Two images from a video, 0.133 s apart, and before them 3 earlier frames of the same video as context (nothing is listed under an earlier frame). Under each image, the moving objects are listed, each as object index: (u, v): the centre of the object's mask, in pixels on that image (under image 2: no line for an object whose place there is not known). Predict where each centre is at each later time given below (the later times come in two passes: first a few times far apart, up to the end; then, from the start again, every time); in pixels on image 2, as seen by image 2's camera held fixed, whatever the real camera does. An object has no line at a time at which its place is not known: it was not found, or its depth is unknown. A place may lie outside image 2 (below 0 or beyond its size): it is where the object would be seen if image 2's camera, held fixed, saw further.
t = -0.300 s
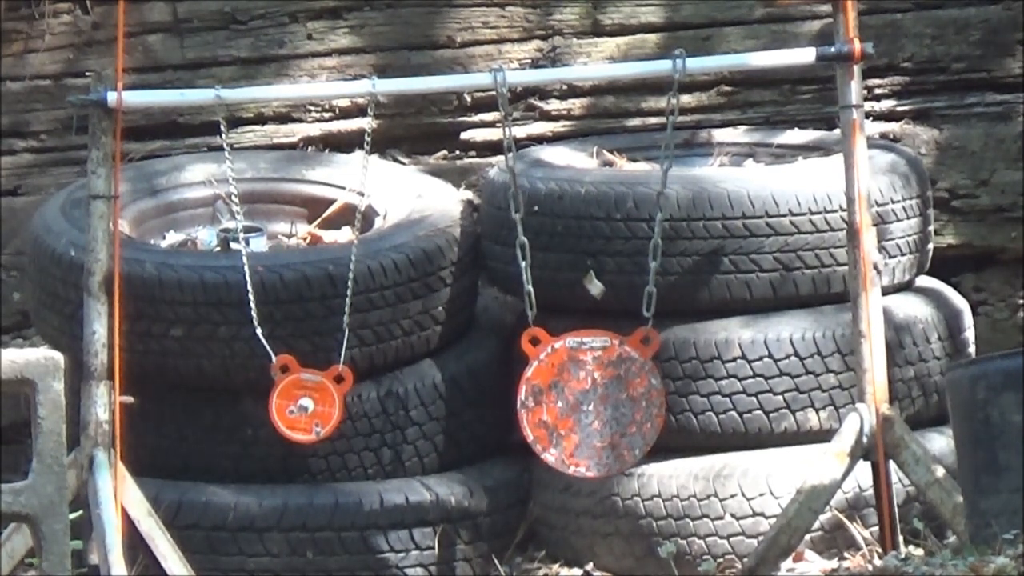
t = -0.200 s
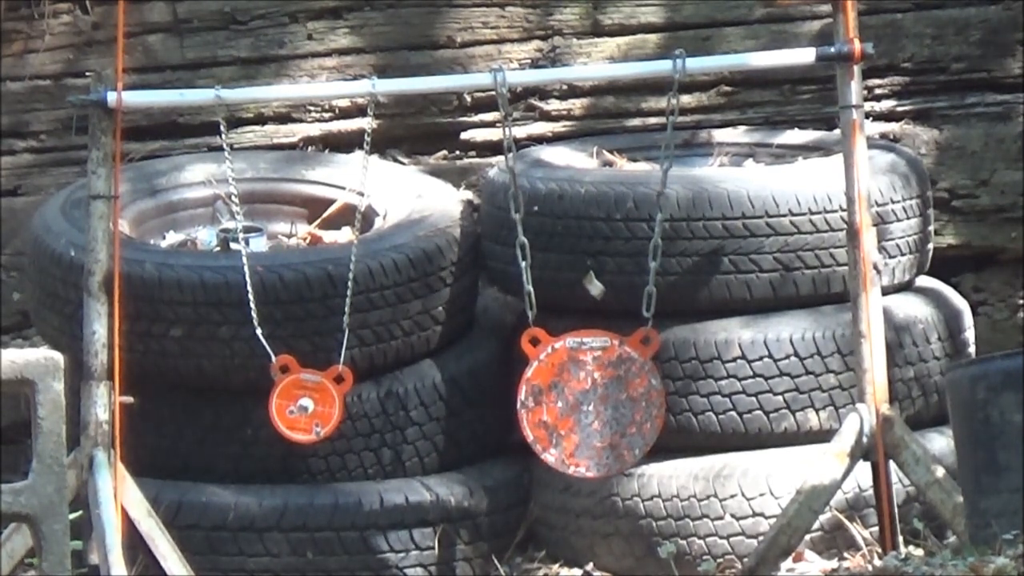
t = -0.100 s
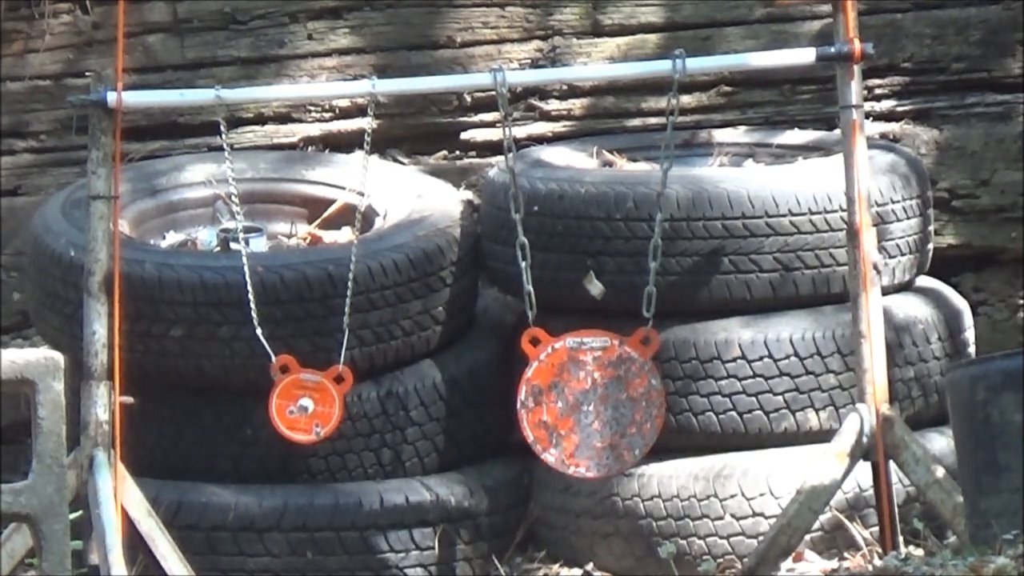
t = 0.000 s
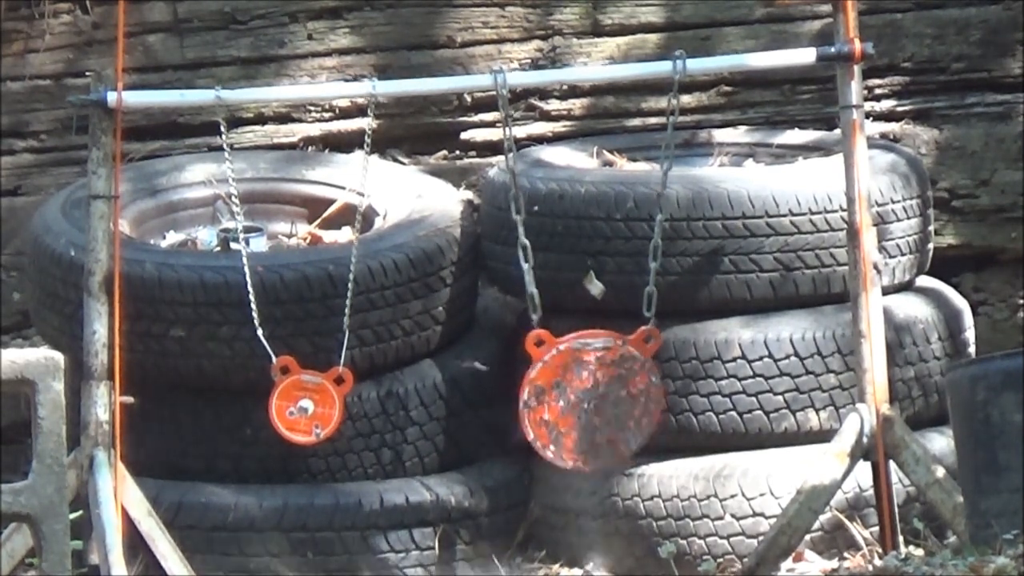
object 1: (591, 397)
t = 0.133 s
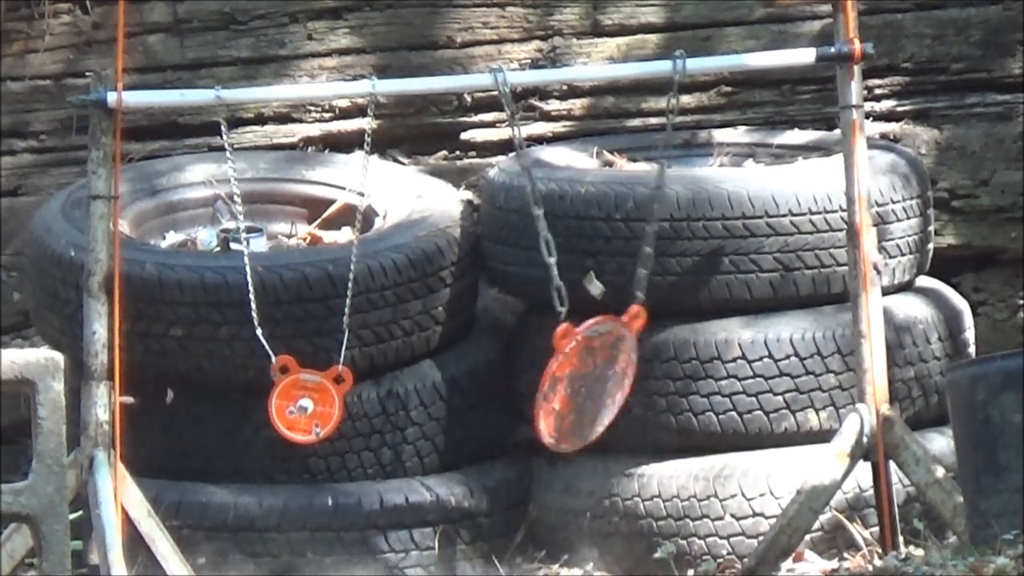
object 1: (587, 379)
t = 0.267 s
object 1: (585, 374)
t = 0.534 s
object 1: (600, 387)
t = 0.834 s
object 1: (593, 394)
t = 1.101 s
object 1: (575, 398)
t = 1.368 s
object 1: (587, 396)
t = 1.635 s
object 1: (603, 383)
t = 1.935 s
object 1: (591, 398)
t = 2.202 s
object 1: (576, 397)
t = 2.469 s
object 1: (589, 400)
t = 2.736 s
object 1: (600, 392)
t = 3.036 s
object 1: (588, 389)
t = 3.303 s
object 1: (583, 401)
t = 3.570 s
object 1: (592, 400)
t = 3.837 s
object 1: (593, 401)
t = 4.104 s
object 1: (585, 390)
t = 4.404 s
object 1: (591, 393)
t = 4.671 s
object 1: (594, 401)
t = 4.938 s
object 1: (585, 401)
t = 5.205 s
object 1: (585, 400)
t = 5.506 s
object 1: (596, 391)
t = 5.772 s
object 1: (592, 397)
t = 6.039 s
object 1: (583, 401)
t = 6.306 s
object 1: (587, 400)
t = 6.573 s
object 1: (600, 390)
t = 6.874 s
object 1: (587, 389)
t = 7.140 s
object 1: (585, 397)
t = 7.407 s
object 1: (590, 398)
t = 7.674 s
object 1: (592, 399)
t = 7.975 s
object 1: (589, 389)
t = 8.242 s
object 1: (589, 394)
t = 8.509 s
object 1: (592, 401)
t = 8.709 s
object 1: (589, 400)
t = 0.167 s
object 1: (586, 378)
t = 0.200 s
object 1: (585, 377)
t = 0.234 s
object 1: (585, 375)
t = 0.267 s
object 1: (585, 374)
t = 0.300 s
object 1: (585, 378)
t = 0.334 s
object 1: (584, 382)
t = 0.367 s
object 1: (585, 384)
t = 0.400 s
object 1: (587, 384)
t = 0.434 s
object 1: (591, 381)
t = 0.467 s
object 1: (594, 381)
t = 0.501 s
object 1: (597, 384)
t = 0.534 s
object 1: (600, 387)
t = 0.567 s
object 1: (602, 390)
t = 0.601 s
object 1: (604, 393)
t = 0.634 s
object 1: (605, 396)
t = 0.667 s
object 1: (606, 399)
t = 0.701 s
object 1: (605, 401)
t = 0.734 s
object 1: (603, 399)
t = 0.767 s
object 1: (600, 397)
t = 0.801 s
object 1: (596, 396)
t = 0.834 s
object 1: (593, 394)
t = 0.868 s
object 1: (589, 393)
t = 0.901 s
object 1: (586, 394)
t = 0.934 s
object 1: (582, 396)
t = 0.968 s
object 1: (580, 397)
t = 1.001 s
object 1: (577, 399)
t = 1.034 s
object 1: (575, 400)
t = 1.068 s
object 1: (575, 399)
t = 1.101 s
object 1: (575, 398)
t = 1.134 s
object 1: (575, 398)
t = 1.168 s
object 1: (575, 397)
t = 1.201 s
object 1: (576, 395)
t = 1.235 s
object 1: (578, 396)
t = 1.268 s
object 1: (580, 397)
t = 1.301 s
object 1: (582, 397)
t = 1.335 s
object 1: (585, 397)
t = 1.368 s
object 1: (587, 396)
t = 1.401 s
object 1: (590, 392)
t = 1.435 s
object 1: (593, 389)
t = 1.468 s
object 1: (595, 387)
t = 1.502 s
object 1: (597, 385)
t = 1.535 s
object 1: (600, 382)
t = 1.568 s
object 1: (601, 382)
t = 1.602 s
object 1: (603, 382)
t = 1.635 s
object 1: (603, 383)
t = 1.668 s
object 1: (604, 385)
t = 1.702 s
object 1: (603, 386)
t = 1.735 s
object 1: (603, 387)
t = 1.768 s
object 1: (602, 388)
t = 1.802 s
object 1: (600, 390)
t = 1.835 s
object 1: (598, 391)
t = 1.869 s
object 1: (596, 393)
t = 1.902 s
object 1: (594, 396)
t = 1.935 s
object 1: (591, 398)
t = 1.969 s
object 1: (588, 399)
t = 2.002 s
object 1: (586, 401)
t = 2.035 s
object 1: (583, 401)
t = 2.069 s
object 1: (581, 401)
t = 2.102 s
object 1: (579, 400)
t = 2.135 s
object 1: (578, 399)
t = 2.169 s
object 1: (577, 398)
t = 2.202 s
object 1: (576, 397)
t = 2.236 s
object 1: (576, 398)
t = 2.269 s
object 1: (577, 398)
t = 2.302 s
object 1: (578, 399)
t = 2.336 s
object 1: (580, 400)
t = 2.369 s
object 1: (582, 400)
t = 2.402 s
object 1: (584, 400)
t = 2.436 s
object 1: (586, 400)
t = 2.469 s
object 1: (589, 400)
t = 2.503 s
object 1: (591, 400)
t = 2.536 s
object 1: (593, 399)
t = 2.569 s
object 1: (595, 399)
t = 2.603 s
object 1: (596, 399)
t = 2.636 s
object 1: (598, 397)
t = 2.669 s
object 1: (599, 396)
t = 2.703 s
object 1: (600, 394)
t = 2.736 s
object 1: (600, 392)
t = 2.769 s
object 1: (600, 389)
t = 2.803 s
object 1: (599, 388)
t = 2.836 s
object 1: (598, 387)
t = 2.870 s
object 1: (597, 386)
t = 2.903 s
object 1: (595, 386)
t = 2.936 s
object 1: (594, 387)
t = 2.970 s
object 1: (592, 387)
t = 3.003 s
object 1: (590, 388)
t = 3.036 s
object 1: (588, 389)
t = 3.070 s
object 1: (586, 390)
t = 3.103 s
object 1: (585, 392)
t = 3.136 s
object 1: (583, 393)
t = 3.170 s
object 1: (583, 395)
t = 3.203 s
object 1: (582, 397)
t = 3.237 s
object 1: (582, 399)
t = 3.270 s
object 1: (582, 400)
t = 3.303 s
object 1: (583, 401)
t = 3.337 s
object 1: (583, 401)
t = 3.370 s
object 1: (585, 401)
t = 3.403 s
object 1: (586, 401)
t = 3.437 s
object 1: (587, 400)
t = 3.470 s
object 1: (589, 400)
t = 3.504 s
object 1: (590, 400)
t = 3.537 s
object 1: (591, 400)
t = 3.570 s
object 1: (592, 400)
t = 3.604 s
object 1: (594, 400)
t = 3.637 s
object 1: (594, 400)
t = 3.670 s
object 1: (595, 400)
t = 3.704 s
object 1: (595, 400)
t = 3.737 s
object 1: (595, 400)
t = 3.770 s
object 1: (594, 401)
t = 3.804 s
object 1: (593, 401)
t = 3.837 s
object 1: (593, 401)
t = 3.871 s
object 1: (592, 400)
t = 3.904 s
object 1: (591, 400)
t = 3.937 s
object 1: (590, 399)
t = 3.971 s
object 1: (589, 397)
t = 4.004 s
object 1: (588, 396)
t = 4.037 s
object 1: (587, 394)
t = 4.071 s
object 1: (586, 392)
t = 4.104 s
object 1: (585, 390)
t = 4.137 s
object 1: (585, 389)
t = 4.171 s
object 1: (585, 389)
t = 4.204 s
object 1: (585, 389)
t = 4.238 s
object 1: (586, 389)
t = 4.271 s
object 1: (586, 389)
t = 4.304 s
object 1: (587, 389)
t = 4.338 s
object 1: (588, 390)
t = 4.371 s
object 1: (589, 392)
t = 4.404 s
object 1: (591, 393)
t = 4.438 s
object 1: (592, 395)
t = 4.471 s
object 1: (593, 396)
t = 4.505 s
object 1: (594, 398)
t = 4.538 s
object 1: (594, 399)
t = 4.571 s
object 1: (595, 400)
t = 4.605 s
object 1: (595, 401)
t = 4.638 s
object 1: (595, 401)
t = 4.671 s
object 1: (594, 401)
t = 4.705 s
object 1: (593, 401)
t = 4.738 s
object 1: (592, 401)
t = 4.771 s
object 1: (591, 401)
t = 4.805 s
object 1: (590, 401)
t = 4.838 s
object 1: (589, 401)
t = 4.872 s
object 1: (588, 401)
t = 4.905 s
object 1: (586, 401)
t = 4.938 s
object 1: (585, 401)
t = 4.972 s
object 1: (584, 401)
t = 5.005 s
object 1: (584, 401)
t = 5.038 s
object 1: (583, 401)
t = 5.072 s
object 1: (583, 401)
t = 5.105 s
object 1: (583, 401)
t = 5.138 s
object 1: (583, 401)
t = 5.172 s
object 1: (584, 400)
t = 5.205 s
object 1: (585, 400)
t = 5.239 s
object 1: (586, 399)
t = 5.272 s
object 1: (588, 398)
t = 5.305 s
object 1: (589, 396)
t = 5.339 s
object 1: (590, 395)
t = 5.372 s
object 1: (592, 394)
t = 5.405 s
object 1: (593, 393)
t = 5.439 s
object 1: (594, 392)
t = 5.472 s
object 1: (595, 391)
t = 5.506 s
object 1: (596, 391)
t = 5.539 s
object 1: (596, 390)
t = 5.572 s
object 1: (596, 390)
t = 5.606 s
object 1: (596, 391)
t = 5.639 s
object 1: (596, 392)
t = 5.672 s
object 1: (596, 393)
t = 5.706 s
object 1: (595, 394)
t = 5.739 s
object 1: (593, 395)
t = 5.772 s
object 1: (592, 397)
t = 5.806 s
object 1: (591, 398)
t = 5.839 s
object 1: (590, 399)
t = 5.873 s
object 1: (588, 400)
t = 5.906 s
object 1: (587, 401)
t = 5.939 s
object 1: (586, 401)
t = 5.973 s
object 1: (584, 401)
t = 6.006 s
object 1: (584, 401)
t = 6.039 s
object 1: (583, 401)
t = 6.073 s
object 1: (583, 401)
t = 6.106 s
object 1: (583, 401)
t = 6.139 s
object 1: (583, 401)
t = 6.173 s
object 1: (583, 401)
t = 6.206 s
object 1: (584, 401)
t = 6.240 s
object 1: (585, 401)
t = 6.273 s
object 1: (586, 401)
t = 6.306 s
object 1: (587, 400)
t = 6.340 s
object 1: (589, 397)
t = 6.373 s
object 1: (591, 395)
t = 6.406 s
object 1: (594, 393)
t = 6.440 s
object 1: (596, 391)
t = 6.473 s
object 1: (597, 390)
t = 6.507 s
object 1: (599, 390)
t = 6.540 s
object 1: (600, 390)
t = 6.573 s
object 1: (600, 390)
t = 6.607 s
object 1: (599, 389)
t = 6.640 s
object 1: (598, 387)
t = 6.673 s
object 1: (597, 385)
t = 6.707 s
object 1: (595, 382)
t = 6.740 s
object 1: (593, 382)
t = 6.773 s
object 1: (592, 382)
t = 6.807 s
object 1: (590, 382)
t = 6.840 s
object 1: (589, 385)
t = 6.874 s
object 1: (587, 389)
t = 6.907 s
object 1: (586, 392)
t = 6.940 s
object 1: (586, 394)
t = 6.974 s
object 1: (585, 395)
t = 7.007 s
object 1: (585, 395)
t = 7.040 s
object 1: (585, 395)
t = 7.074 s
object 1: (585, 396)
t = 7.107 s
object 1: (585, 396)
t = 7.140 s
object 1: (585, 397)
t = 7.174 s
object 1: (586, 398)
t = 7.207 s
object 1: (586, 400)
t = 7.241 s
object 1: (587, 401)
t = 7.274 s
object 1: (587, 401)
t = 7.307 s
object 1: (588, 400)
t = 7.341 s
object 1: (588, 399)
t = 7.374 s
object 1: (589, 398)
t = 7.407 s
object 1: (590, 398)
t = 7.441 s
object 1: (590, 397)
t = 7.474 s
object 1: (590, 397)
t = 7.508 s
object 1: (591, 399)
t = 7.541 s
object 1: (591, 400)
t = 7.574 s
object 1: (591, 401)
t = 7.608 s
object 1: (591, 401)
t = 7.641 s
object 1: (591, 401)
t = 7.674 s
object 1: (592, 399)
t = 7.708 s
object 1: (592, 398)
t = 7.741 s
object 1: (592, 397)
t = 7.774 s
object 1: (592, 395)
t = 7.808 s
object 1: (592, 393)
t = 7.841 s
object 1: (591, 393)
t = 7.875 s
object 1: (591, 392)
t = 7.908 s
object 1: (590, 391)
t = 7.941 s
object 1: (590, 390)
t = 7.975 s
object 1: (589, 389)
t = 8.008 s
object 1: (588, 387)
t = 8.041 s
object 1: (588, 387)
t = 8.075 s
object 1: (588, 386)
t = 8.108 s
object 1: (588, 387)
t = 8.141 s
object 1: (588, 388)
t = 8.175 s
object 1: (588, 390)
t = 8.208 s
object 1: (589, 392)
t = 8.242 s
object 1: (589, 394)
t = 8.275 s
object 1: (590, 395)
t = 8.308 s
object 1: (590, 397)
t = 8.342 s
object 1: (591, 397)
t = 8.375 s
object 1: (592, 398)
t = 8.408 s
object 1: (592, 399)
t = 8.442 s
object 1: (592, 400)
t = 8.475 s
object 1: (592, 400)
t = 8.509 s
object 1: (592, 401)
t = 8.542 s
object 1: (592, 401)
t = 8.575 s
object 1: (592, 401)
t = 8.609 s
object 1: (591, 400)
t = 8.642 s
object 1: (591, 400)
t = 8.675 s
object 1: (590, 400)
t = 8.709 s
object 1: (589, 400)
